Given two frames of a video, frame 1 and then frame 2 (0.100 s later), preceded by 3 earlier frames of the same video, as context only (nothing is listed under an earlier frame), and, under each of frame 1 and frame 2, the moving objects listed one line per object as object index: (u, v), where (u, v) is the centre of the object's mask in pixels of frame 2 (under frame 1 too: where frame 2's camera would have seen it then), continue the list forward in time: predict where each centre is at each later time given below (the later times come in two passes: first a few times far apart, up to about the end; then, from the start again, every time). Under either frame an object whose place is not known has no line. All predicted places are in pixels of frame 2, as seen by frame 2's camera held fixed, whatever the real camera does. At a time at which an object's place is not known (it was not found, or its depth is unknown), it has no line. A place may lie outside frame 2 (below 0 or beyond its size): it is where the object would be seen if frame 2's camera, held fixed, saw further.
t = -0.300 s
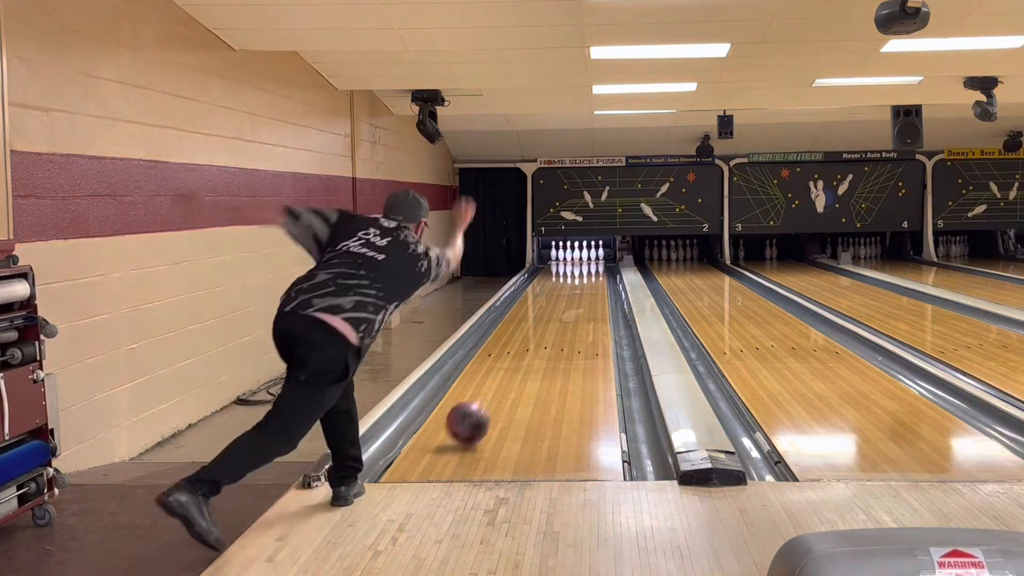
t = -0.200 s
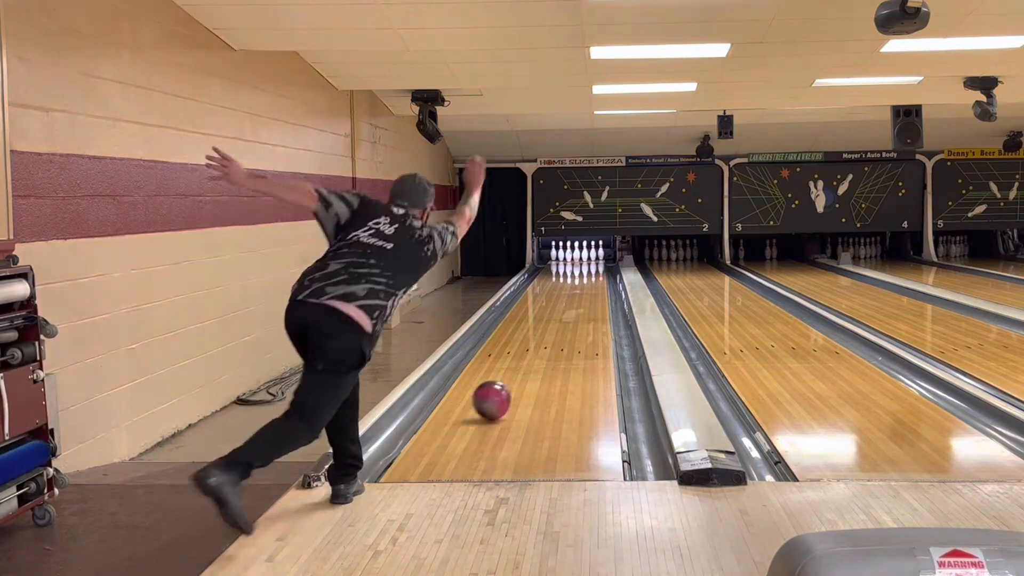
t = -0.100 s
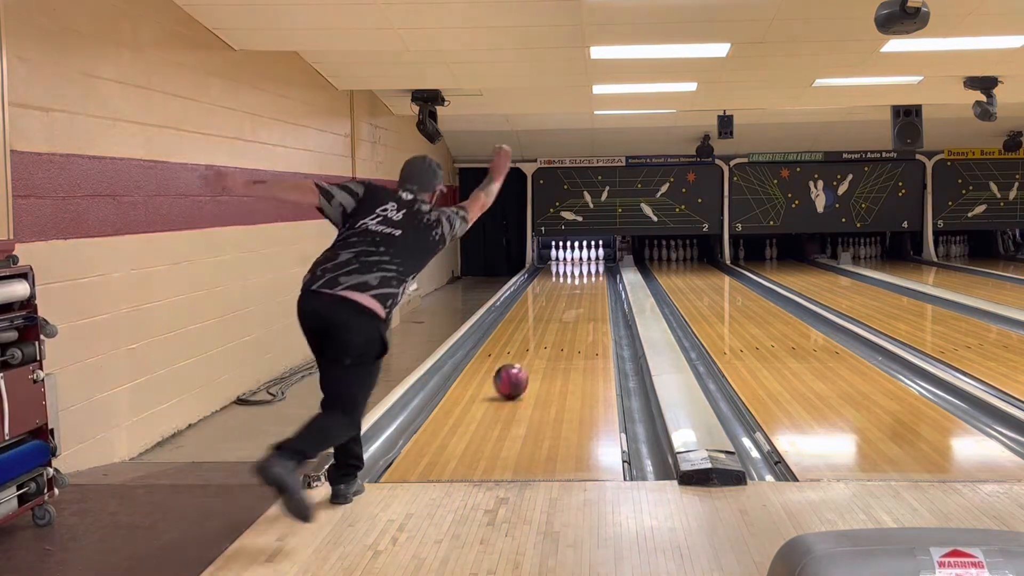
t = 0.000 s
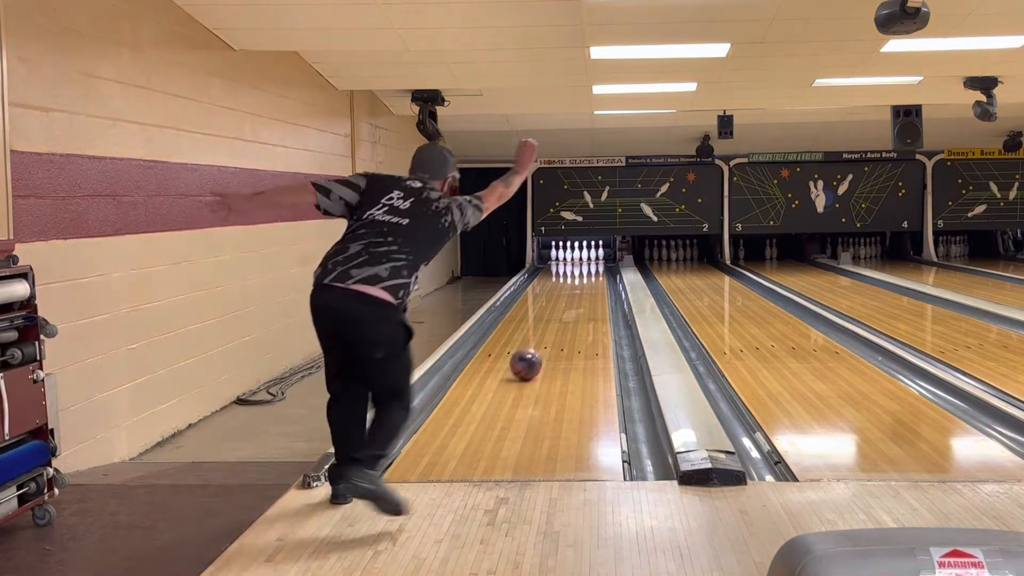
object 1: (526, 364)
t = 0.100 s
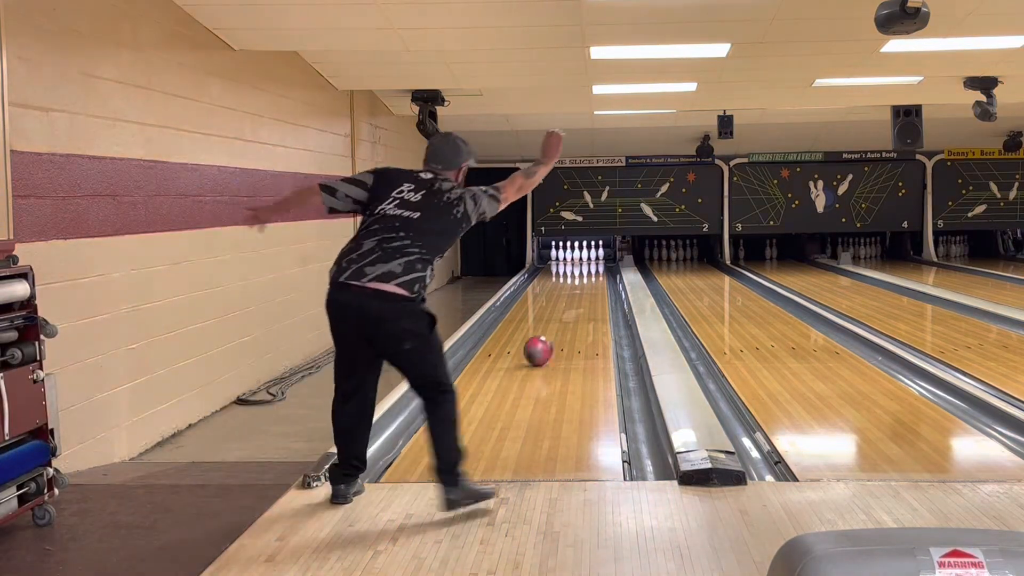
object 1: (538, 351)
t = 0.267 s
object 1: (553, 333)
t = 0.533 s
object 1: (570, 312)
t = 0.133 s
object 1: (541, 347)
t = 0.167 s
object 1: (545, 343)
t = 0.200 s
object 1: (548, 339)
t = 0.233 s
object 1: (551, 336)
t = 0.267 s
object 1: (553, 333)
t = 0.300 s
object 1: (556, 330)
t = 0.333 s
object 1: (558, 327)
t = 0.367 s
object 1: (560, 324)
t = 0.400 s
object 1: (563, 322)
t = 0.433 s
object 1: (565, 319)
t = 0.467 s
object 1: (567, 317)
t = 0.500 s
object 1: (568, 314)
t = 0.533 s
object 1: (570, 312)
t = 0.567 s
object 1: (571, 310)
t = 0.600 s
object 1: (573, 308)
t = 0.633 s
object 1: (574, 306)
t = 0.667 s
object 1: (576, 303)
